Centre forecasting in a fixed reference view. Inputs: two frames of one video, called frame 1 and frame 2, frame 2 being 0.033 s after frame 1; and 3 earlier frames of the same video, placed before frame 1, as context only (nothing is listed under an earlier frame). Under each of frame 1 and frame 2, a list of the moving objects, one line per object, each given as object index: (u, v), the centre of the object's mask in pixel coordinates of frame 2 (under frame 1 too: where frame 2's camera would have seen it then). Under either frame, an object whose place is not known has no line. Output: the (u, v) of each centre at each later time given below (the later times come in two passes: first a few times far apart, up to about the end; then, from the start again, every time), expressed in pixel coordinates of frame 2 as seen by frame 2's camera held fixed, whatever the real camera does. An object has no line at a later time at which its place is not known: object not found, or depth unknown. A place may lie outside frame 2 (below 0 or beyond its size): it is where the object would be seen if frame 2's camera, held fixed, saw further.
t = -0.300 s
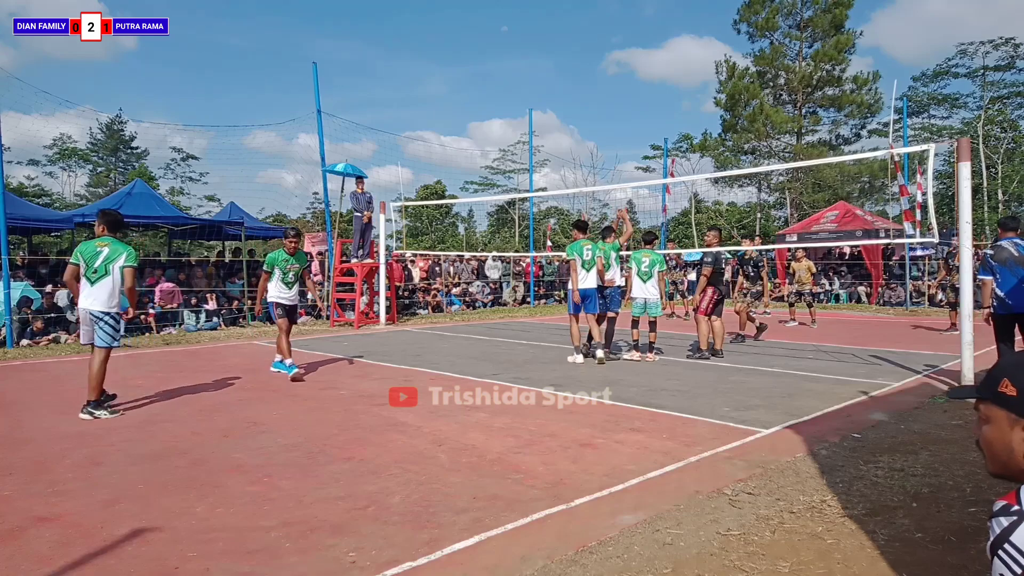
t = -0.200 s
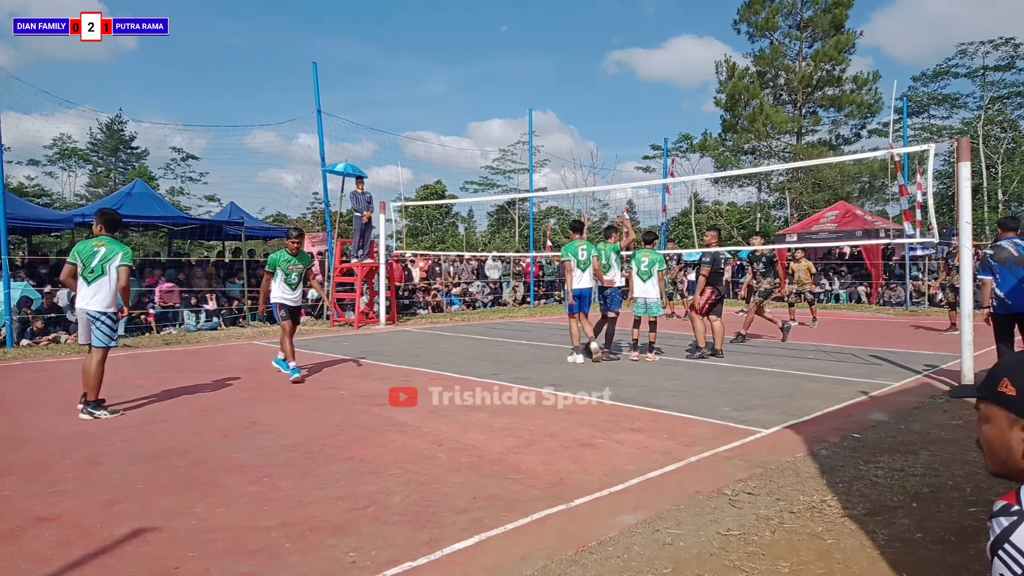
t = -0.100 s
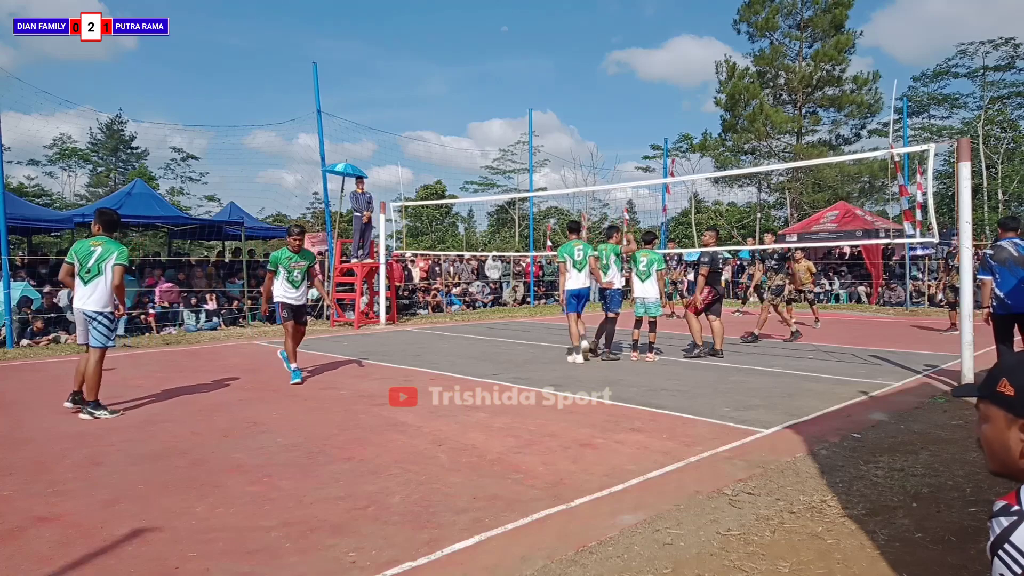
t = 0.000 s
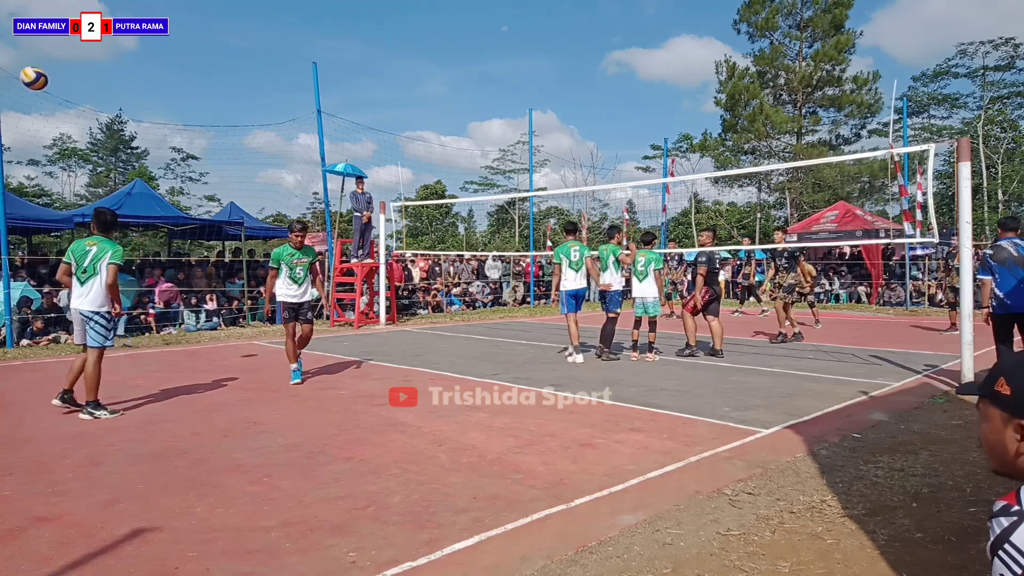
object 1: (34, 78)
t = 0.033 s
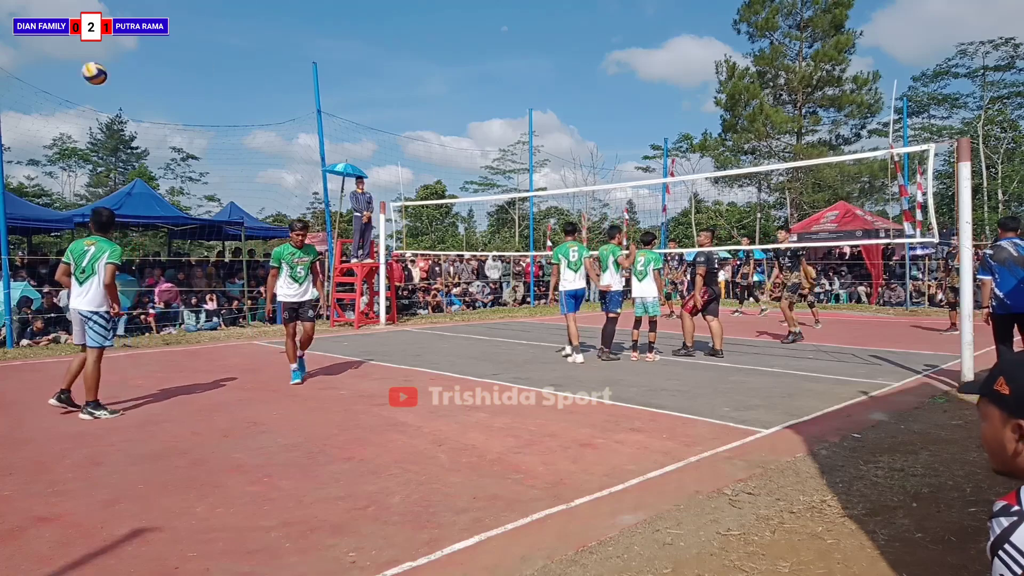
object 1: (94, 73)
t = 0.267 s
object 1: (411, 69)
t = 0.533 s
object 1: (636, 109)
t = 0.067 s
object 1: (149, 69)
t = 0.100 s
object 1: (201, 66)
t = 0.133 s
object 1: (249, 65)
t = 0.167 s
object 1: (294, 65)
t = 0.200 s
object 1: (335, 65)
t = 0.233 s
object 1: (375, 67)
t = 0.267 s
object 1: (411, 69)
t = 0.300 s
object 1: (446, 73)
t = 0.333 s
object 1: (478, 76)
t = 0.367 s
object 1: (508, 81)
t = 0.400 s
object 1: (536, 85)
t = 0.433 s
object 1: (563, 91)
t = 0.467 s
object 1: (589, 96)
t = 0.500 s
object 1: (613, 102)
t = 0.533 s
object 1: (636, 109)
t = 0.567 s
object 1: (658, 116)
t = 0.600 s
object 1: (679, 123)
